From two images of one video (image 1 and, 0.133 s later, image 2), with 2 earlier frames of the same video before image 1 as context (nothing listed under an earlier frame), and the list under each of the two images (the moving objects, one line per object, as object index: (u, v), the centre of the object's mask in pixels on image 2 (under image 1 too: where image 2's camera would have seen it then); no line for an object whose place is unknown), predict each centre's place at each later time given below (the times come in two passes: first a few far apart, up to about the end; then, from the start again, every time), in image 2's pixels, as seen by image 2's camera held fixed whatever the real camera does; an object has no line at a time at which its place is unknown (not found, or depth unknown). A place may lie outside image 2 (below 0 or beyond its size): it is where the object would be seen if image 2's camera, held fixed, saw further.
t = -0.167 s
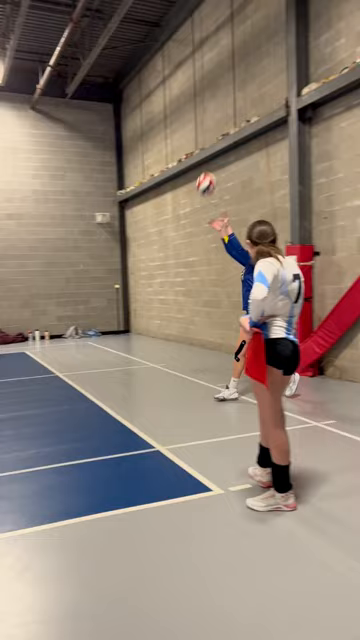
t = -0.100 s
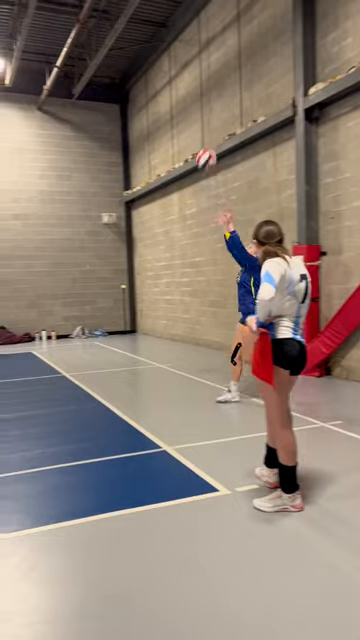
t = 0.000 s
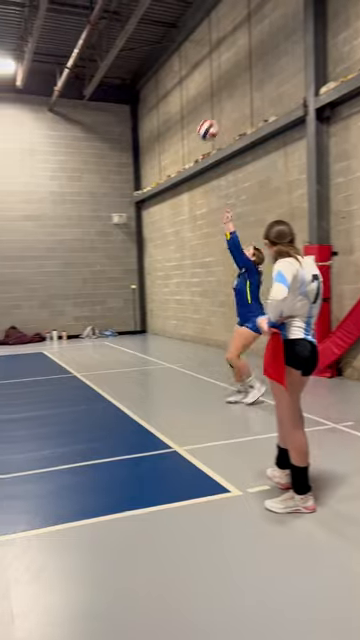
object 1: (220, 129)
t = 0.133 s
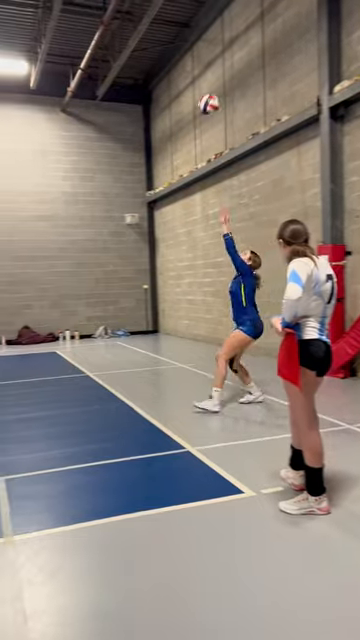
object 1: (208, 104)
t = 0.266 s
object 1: (197, 96)
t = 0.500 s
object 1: (178, 125)
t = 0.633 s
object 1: (167, 166)
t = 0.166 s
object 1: (205, 100)
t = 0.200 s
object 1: (203, 98)
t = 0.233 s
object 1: (200, 97)
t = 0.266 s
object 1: (197, 96)
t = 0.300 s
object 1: (194, 98)
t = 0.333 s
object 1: (191, 100)
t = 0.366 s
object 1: (188, 102)
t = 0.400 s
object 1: (185, 107)
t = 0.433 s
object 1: (183, 111)
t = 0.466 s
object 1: (181, 118)
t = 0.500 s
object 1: (178, 125)
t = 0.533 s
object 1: (175, 134)
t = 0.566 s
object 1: (172, 144)
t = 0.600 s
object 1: (170, 154)
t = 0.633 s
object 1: (167, 166)
